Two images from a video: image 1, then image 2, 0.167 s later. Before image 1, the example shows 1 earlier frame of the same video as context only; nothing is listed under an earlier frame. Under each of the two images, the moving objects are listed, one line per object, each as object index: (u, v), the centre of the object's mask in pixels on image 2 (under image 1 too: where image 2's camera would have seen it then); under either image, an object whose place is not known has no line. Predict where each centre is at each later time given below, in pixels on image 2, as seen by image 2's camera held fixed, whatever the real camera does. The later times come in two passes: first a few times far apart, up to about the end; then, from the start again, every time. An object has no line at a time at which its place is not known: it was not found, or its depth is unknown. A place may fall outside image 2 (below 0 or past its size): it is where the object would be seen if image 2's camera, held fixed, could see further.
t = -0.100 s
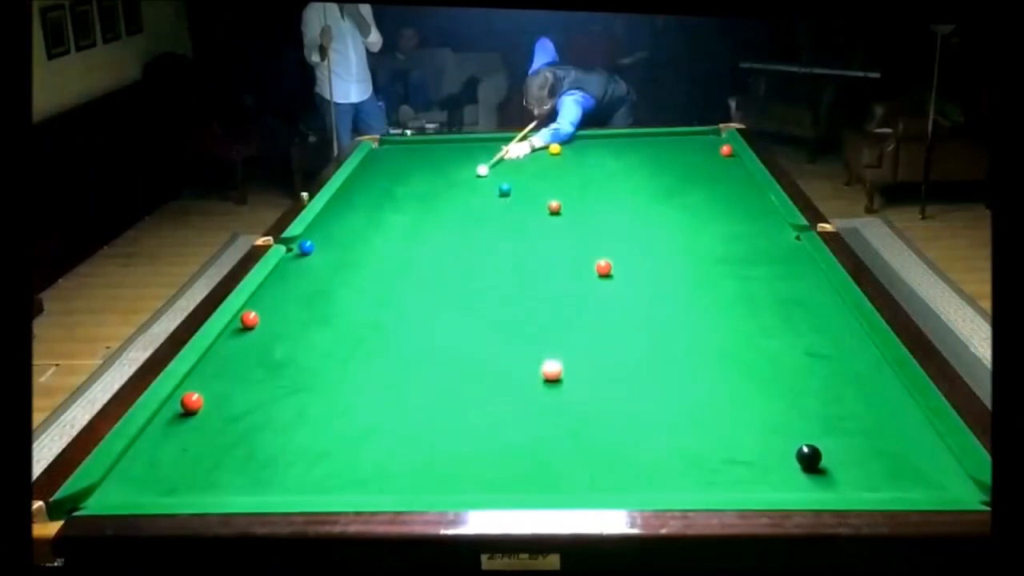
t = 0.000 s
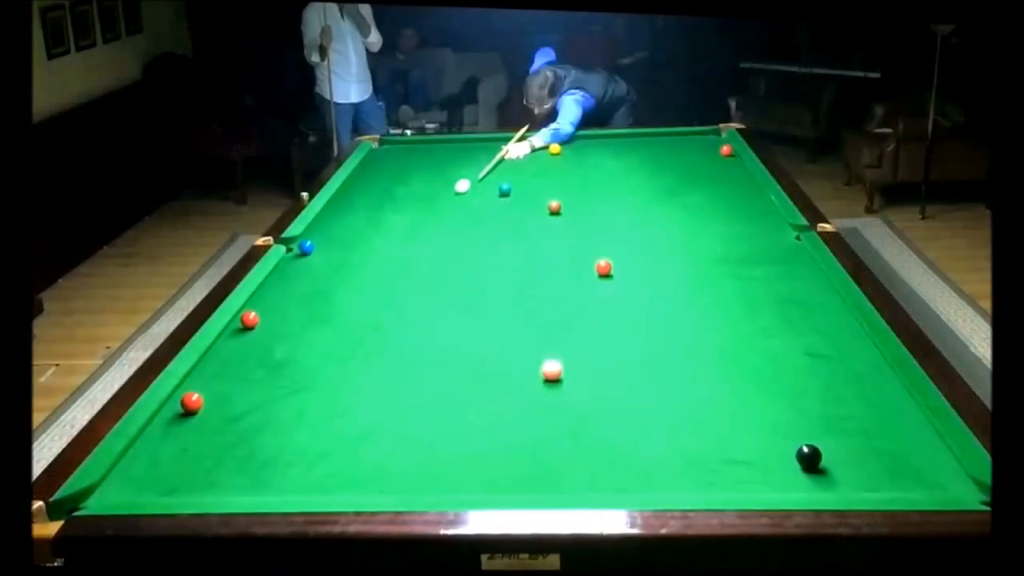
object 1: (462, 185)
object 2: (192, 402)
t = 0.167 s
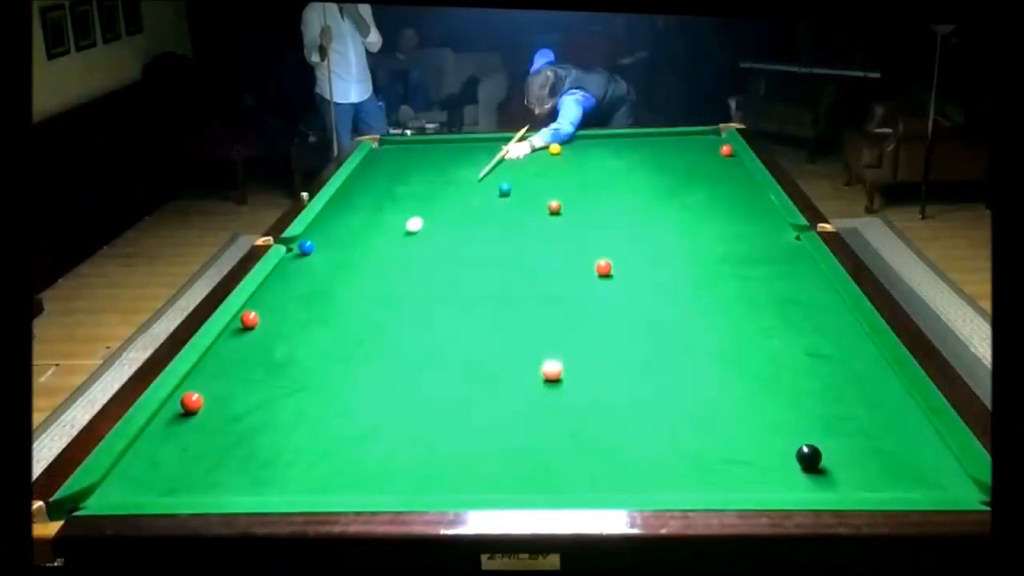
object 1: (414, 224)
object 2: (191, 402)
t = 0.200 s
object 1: (404, 232)
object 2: (191, 402)
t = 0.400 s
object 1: (336, 286)
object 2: (191, 402)
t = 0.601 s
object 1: (251, 353)
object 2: (192, 402)
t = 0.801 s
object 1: (182, 396)
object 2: (143, 454)
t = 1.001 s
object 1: (188, 408)
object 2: (74, 509)
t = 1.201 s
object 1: (187, 426)
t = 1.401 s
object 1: (186, 446)
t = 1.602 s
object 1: (185, 465)
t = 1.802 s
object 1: (183, 485)
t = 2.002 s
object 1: (189, 486)
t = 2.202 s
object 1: (199, 476)
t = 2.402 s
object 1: (208, 466)
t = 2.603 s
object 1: (216, 458)
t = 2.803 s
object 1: (222, 450)
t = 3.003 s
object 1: (228, 444)
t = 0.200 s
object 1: (404, 232)
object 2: (191, 402)
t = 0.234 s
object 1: (393, 241)
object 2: (191, 402)
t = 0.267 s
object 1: (383, 249)
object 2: (191, 402)
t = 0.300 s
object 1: (372, 258)
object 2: (192, 402)
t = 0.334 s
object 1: (360, 267)
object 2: (192, 402)
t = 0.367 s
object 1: (348, 276)
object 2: (192, 402)
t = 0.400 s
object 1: (336, 286)
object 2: (191, 402)
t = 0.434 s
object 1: (324, 296)
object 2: (191, 402)
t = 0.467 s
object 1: (311, 306)
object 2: (191, 402)
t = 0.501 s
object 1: (297, 317)
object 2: (191, 402)
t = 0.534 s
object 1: (282, 328)
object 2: (192, 402)
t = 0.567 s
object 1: (267, 340)
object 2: (192, 402)
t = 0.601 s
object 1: (251, 353)
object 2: (192, 402)
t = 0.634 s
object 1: (234, 366)
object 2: (192, 402)
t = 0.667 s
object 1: (216, 380)
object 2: (192, 402)
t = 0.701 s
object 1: (201, 391)
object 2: (188, 406)
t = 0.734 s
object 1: (194, 393)
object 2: (174, 420)
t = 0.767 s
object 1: (188, 394)
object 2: (158, 437)
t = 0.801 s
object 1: (182, 396)
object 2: (143, 454)
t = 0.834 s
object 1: (181, 397)
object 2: (126, 472)
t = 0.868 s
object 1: (184, 398)
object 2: (109, 489)
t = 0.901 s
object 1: (186, 400)
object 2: (91, 498)
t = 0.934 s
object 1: (187, 402)
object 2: (82, 500)
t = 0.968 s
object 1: (188, 405)
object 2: (80, 506)
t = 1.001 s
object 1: (188, 408)
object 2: (74, 509)
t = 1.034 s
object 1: (188, 411)
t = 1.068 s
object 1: (188, 414)
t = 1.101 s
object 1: (187, 417)
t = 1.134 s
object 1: (188, 420)
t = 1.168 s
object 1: (187, 423)
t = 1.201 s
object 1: (187, 426)
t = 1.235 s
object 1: (187, 429)
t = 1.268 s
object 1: (187, 433)
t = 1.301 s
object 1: (187, 436)
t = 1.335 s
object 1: (187, 439)
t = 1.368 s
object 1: (186, 442)
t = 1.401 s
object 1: (186, 446)
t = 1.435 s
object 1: (186, 449)
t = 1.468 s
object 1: (186, 452)
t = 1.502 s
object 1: (186, 455)
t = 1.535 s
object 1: (185, 459)
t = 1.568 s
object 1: (185, 462)
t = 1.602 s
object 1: (185, 465)
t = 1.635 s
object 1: (184, 469)
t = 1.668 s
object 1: (184, 473)
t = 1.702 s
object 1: (184, 476)
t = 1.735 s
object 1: (184, 479)
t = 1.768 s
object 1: (183, 483)
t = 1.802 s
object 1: (183, 485)
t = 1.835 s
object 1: (183, 487)
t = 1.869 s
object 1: (183, 490)
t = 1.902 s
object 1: (183, 491)
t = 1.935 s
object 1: (186, 489)
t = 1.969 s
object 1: (187, 488)
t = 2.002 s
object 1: (189, 486)
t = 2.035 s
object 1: (191, 485)
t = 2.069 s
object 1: (192, 484)
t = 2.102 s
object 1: (194, 483)
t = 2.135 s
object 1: (196, 480)
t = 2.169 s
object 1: (197, 478)
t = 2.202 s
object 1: (199, 476)
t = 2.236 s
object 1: (201, 474)
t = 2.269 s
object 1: (202, 473)
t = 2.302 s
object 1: (204, 471)
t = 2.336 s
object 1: (205, 470)
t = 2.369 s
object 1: (207, 468)
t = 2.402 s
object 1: (208, 466)
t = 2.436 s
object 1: (210, 465)
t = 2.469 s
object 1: (211, 463)
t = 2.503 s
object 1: (212, 462)
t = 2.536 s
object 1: (213, 460)
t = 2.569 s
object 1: (215, 459)
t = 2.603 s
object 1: (216, 458)
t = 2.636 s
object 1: (217, 456)
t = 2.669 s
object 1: (218, 455)
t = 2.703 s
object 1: (219, 454)
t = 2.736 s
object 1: (220, 452)
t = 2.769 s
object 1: (221, 451)
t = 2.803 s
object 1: (222, 450)
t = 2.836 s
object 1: (223, 449)
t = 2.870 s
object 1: (224, 448)
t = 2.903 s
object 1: (225, 447)
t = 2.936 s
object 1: (226, 445)
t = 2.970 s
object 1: (227, 445)
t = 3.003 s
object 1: (228, 444)
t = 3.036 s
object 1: (229, 443)
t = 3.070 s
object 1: (229, 442)
